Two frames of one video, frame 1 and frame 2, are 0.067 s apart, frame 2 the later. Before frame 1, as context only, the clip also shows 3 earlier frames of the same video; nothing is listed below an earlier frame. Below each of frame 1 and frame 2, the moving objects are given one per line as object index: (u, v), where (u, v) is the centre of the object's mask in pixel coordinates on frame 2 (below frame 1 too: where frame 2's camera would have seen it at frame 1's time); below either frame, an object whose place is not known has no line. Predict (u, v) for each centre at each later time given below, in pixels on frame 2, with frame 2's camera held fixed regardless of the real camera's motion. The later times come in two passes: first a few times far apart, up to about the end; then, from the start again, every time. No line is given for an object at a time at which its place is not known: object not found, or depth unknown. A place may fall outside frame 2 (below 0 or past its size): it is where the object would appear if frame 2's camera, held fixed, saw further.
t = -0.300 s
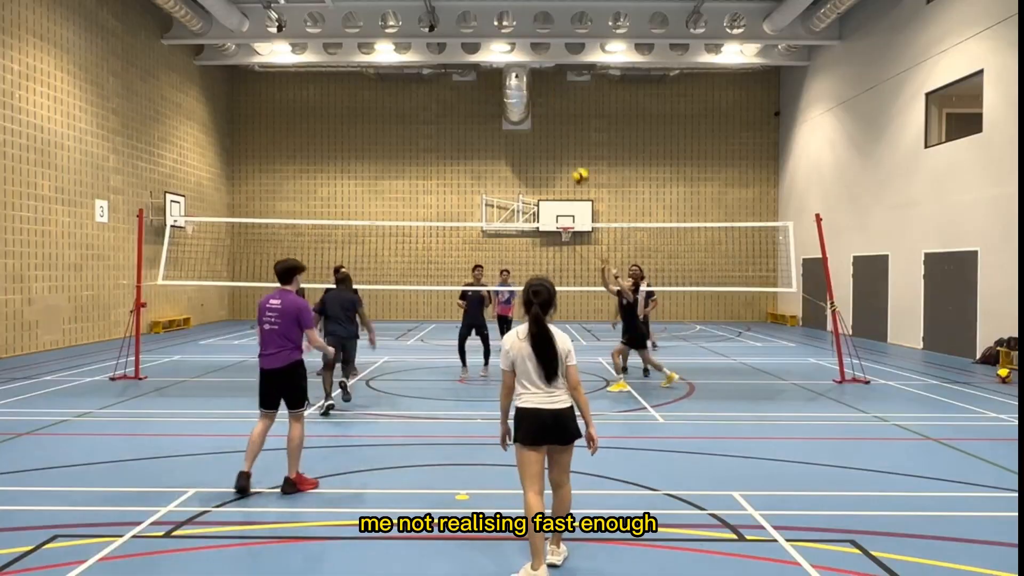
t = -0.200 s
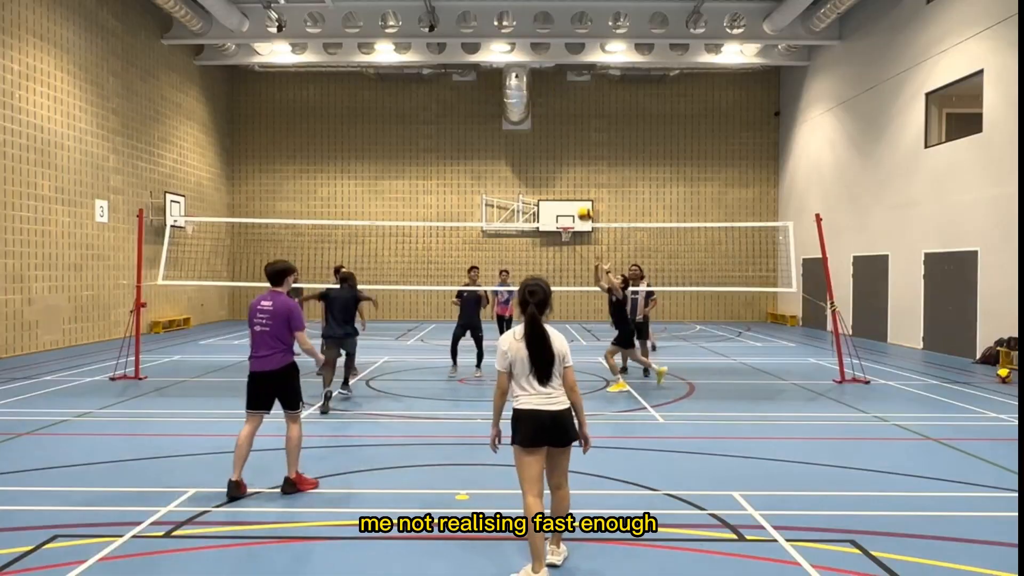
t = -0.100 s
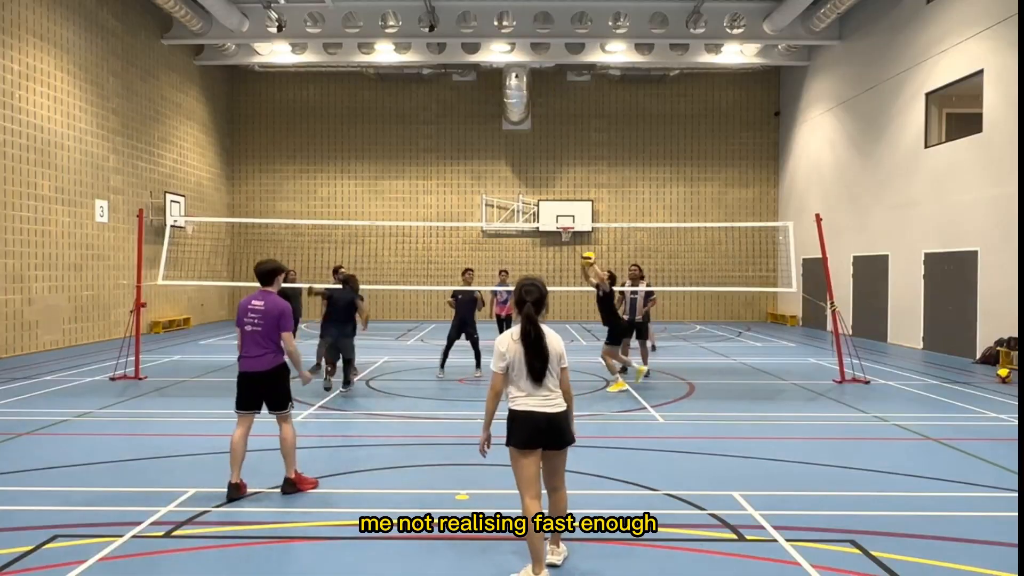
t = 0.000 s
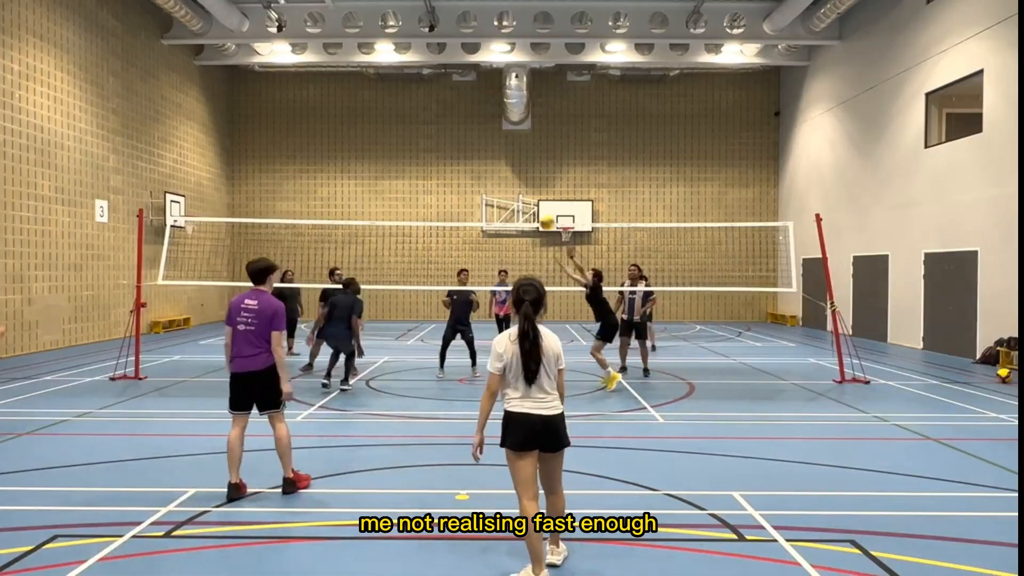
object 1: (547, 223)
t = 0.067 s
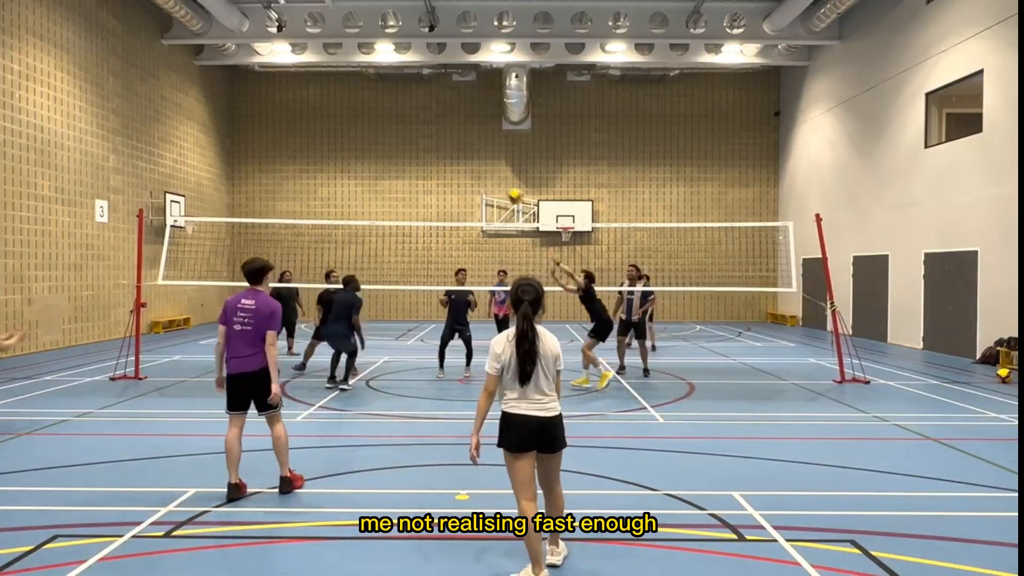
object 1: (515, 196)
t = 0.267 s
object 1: (425, 141)
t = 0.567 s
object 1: (295, 120)
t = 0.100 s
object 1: (499, 184)
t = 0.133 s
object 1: (484, 173)
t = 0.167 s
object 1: (469, 163)
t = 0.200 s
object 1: (454, 154)
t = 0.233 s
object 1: (439, 147)
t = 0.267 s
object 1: (425, 141)
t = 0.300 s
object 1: (410, 135)
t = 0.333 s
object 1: (395, 130)
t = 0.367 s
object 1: (380, 126)
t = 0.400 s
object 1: (365, 123)
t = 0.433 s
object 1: (351, 121)
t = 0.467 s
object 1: (337, 120)
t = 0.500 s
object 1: (323, 119)
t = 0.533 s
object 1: (309, 119)
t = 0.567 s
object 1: (295, 120)
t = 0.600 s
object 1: (281, 122)
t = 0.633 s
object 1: (268, 124)
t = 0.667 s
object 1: (254, 127)
